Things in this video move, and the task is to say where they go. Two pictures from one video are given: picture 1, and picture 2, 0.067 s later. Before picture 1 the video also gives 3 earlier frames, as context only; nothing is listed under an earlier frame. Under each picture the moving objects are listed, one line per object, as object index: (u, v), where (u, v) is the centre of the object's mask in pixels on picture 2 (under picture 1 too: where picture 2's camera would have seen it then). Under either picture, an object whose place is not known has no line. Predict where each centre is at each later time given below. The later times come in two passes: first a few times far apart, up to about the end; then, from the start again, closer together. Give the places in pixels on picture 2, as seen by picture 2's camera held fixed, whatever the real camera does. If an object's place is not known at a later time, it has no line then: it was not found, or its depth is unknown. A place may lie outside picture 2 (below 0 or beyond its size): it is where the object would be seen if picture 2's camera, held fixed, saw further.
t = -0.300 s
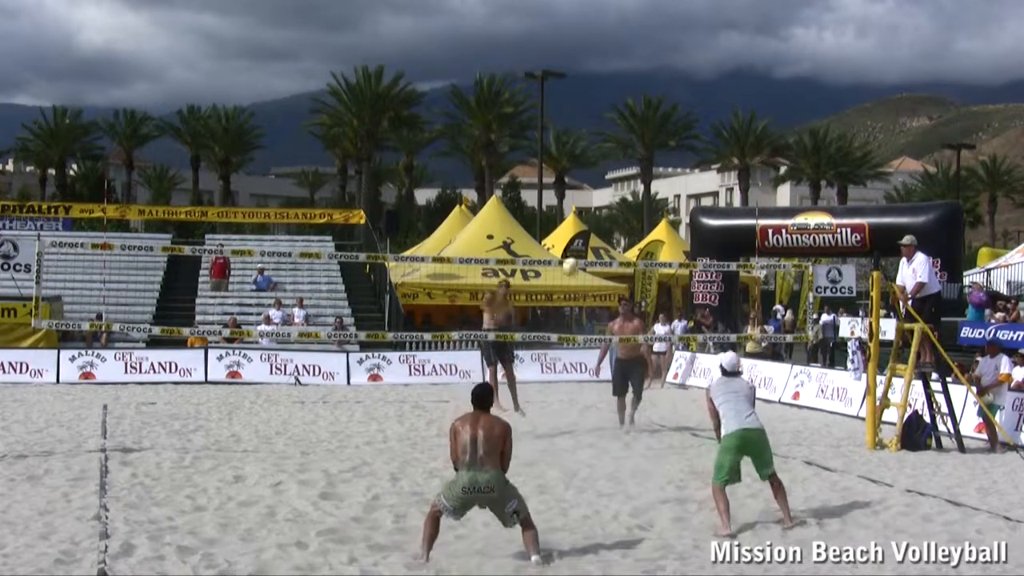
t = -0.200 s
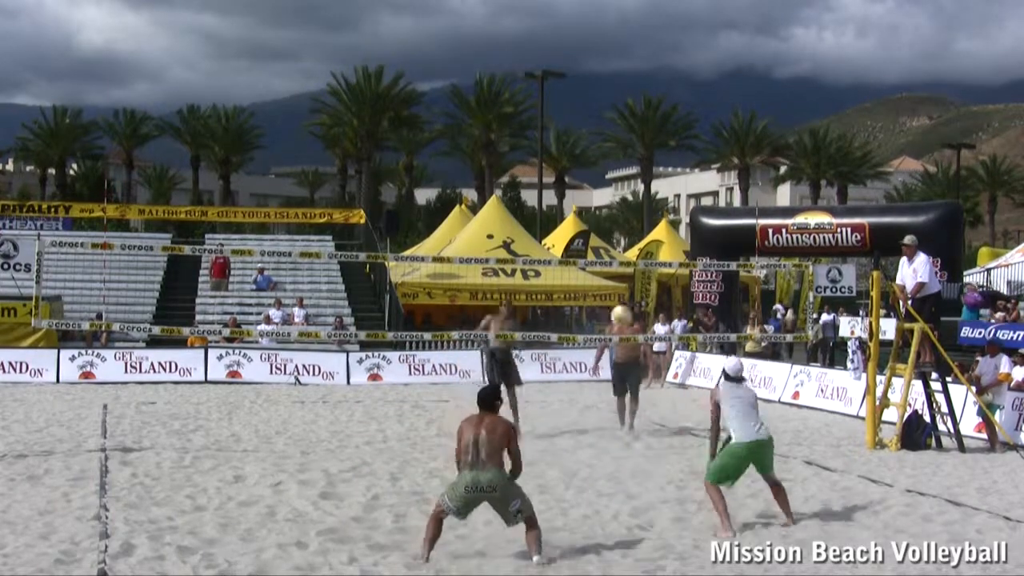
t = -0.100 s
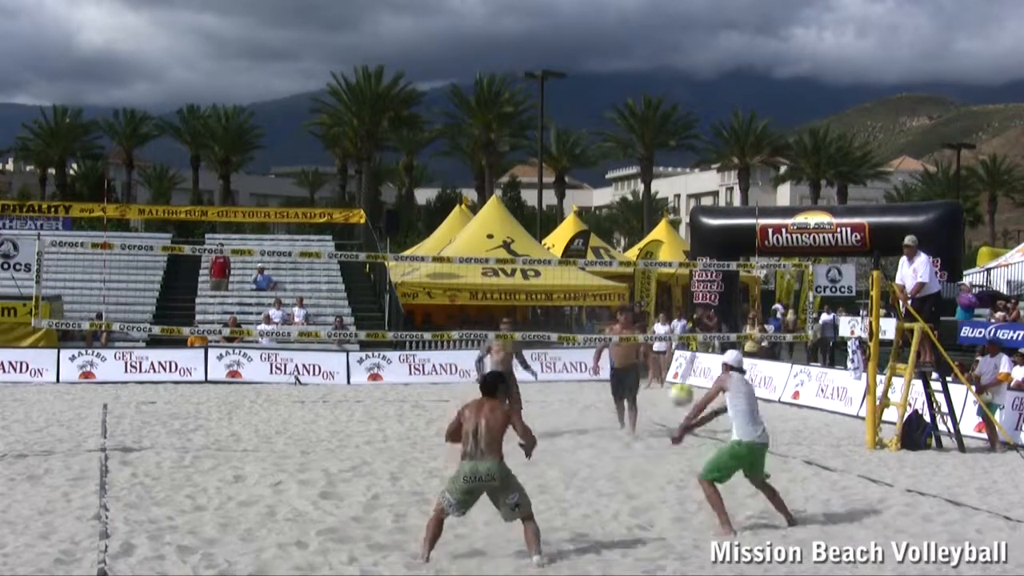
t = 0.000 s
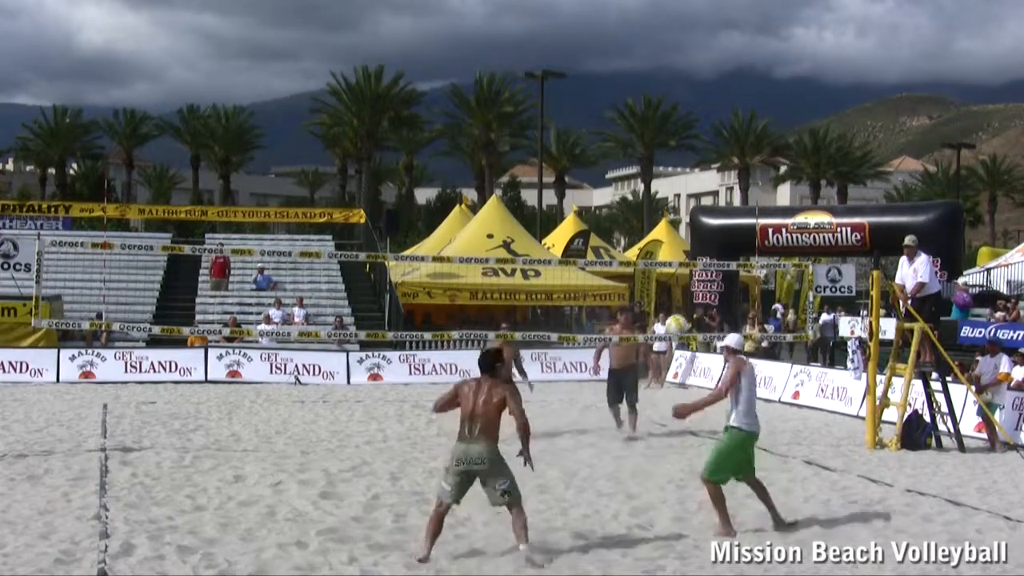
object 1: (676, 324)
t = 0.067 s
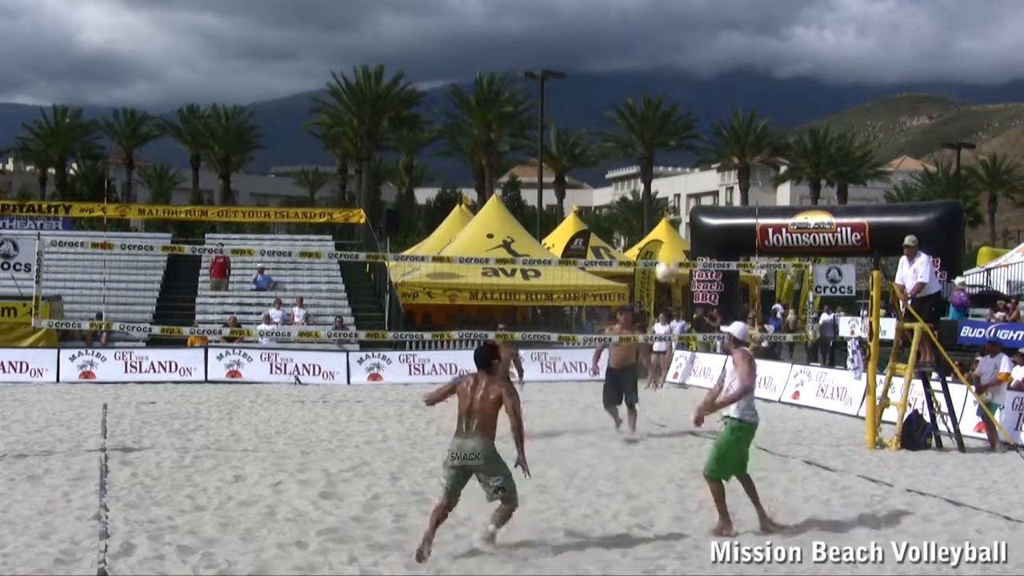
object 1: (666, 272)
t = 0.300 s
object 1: (631, 129)
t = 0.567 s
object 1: (596, 51)
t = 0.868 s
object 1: (562, 47)
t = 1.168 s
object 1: (531, 116)
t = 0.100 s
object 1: (660, 246)
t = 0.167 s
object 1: (651, 202)
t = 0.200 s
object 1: (646, 181)
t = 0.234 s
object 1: (641, 162)
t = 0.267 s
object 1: (636, 145)
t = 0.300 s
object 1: (631, 129)
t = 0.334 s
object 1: (627, 115)
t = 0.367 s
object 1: (622, 102)
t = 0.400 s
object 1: (617, 90)
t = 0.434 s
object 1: (613, 80)
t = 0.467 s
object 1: (608, 71)
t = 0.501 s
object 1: (603, 62)
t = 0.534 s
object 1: (600, 56)
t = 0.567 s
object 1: (596, 51)
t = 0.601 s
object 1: (592, 45)
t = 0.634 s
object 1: (588, 43)
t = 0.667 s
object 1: (583, 40)
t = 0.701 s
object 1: (580, 38)
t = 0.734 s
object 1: (577, 38)
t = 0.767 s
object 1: (573, 38)
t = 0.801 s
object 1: (569, 40)
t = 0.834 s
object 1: (566, 42)
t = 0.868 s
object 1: (562, 47)
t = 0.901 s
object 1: (558, 50)
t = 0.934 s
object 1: (555, 56)
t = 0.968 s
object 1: (551, 63)
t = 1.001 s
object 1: (548, 69)
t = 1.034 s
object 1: (545, 77)
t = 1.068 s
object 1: (541, 86)
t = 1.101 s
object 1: (538, 95)
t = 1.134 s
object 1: (534, 105)
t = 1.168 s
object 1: (531, 116)
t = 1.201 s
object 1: (528, 127)
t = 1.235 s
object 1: (524, 139)
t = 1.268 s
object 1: (521, 152)
